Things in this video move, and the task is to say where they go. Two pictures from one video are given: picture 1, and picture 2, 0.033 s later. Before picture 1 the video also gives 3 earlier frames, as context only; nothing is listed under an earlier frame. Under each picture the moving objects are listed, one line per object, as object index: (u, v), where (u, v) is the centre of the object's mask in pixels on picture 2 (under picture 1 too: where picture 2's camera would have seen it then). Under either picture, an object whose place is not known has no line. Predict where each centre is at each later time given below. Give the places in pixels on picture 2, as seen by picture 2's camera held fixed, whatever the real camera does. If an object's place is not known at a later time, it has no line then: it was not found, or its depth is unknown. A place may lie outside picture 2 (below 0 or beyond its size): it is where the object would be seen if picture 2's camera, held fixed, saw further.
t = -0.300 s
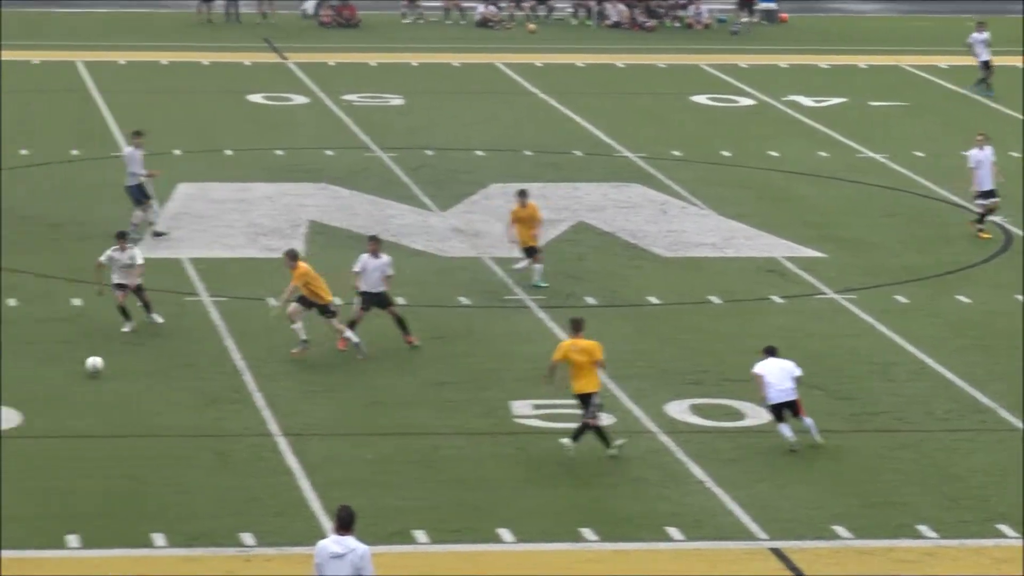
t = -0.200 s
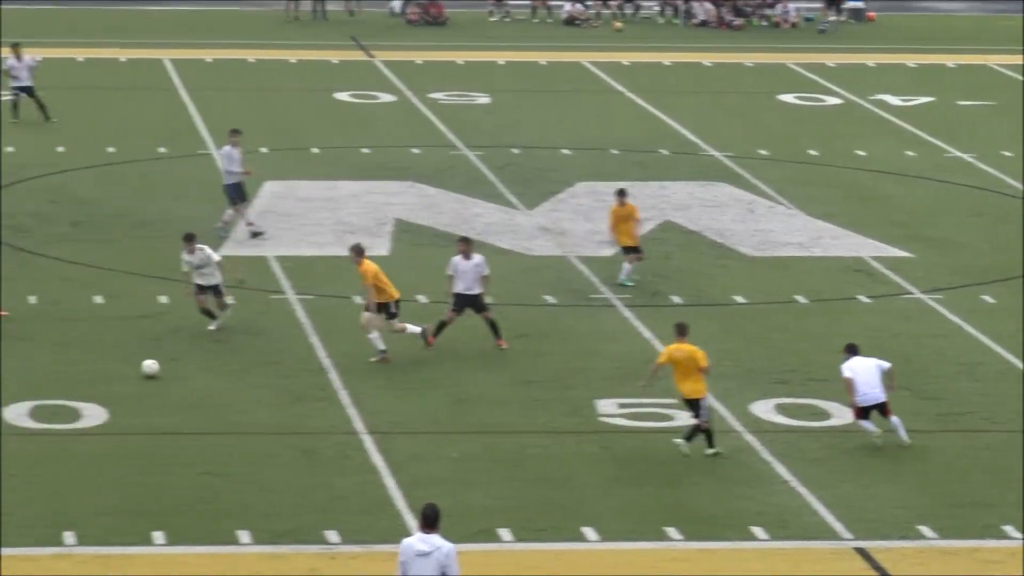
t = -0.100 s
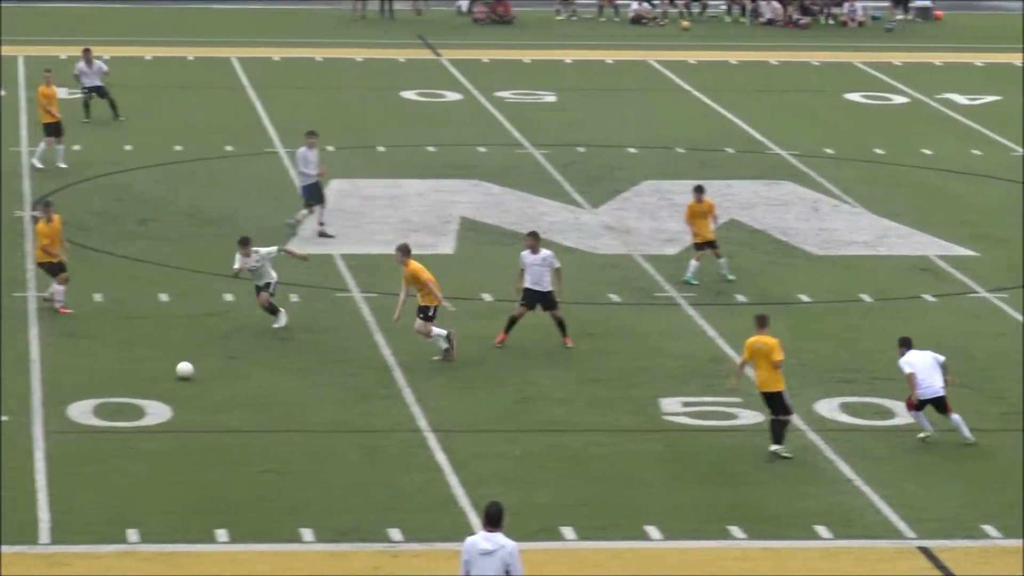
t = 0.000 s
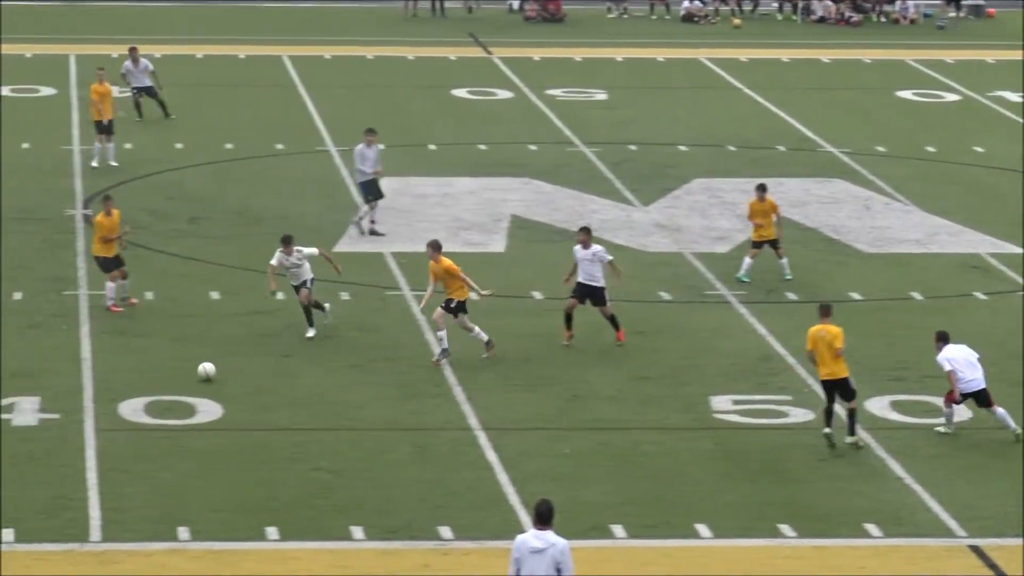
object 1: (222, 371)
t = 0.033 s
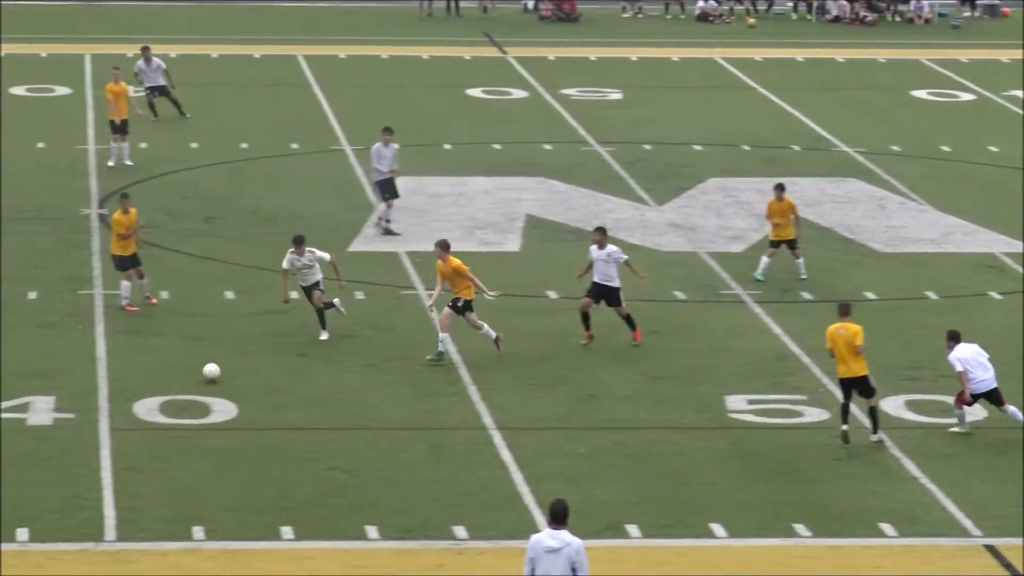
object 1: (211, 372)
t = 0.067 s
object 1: (201, 376)
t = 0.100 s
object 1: (192, 376)
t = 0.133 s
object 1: (182, 377)
